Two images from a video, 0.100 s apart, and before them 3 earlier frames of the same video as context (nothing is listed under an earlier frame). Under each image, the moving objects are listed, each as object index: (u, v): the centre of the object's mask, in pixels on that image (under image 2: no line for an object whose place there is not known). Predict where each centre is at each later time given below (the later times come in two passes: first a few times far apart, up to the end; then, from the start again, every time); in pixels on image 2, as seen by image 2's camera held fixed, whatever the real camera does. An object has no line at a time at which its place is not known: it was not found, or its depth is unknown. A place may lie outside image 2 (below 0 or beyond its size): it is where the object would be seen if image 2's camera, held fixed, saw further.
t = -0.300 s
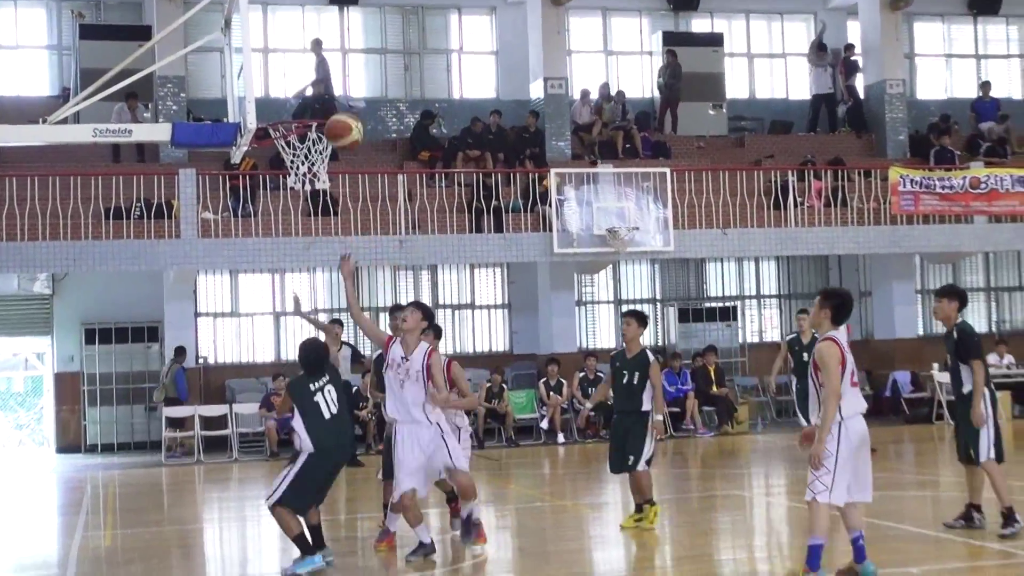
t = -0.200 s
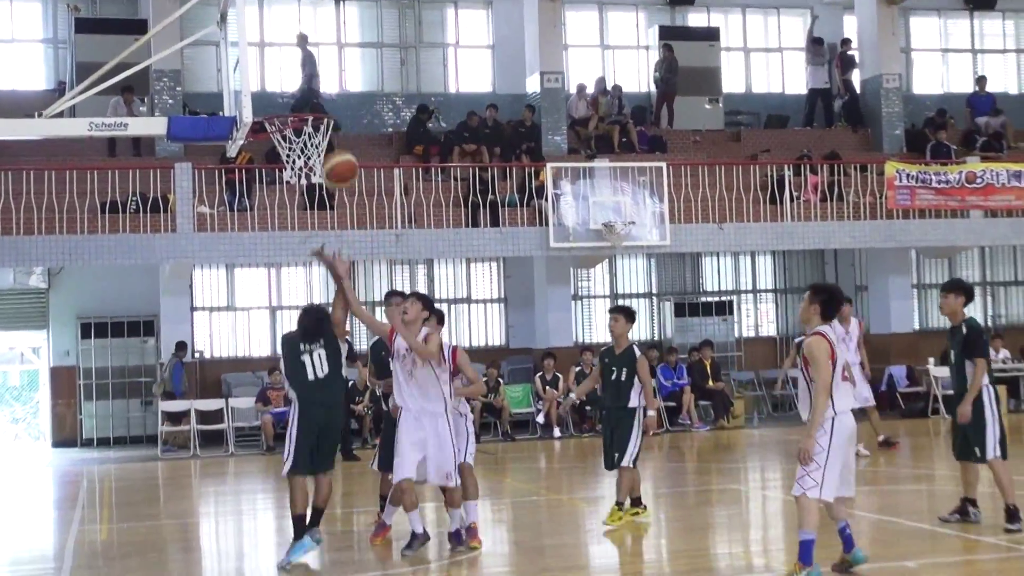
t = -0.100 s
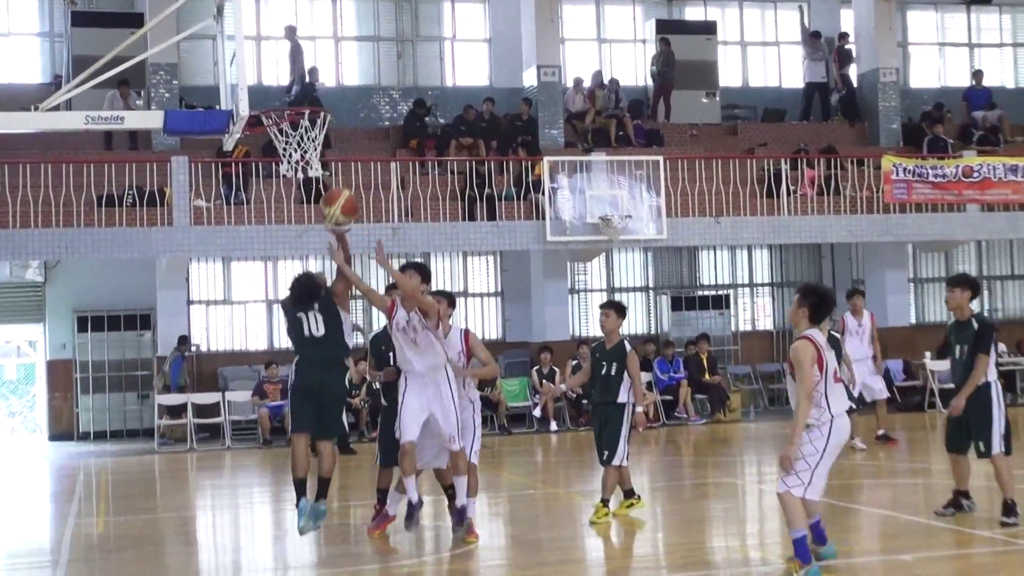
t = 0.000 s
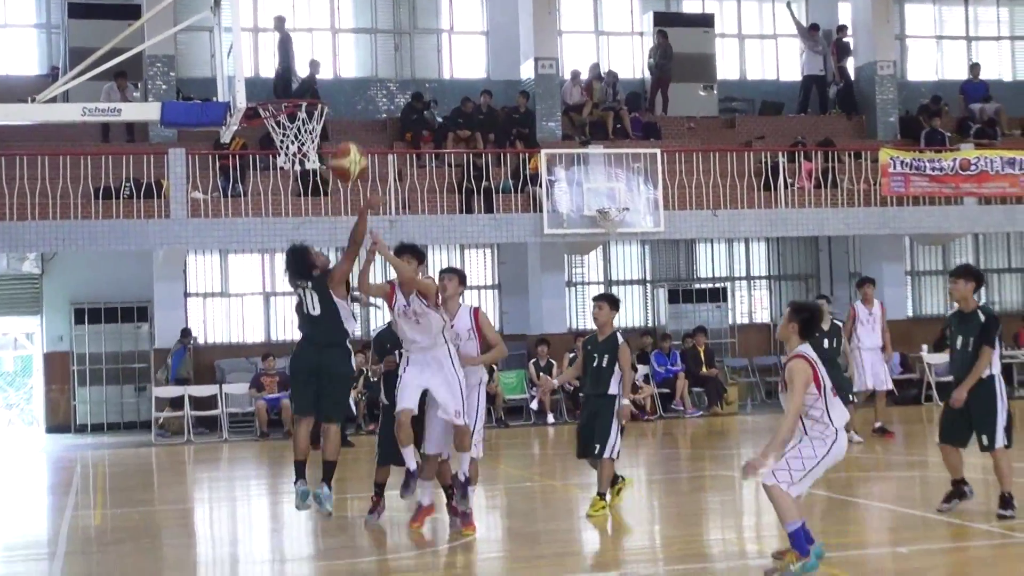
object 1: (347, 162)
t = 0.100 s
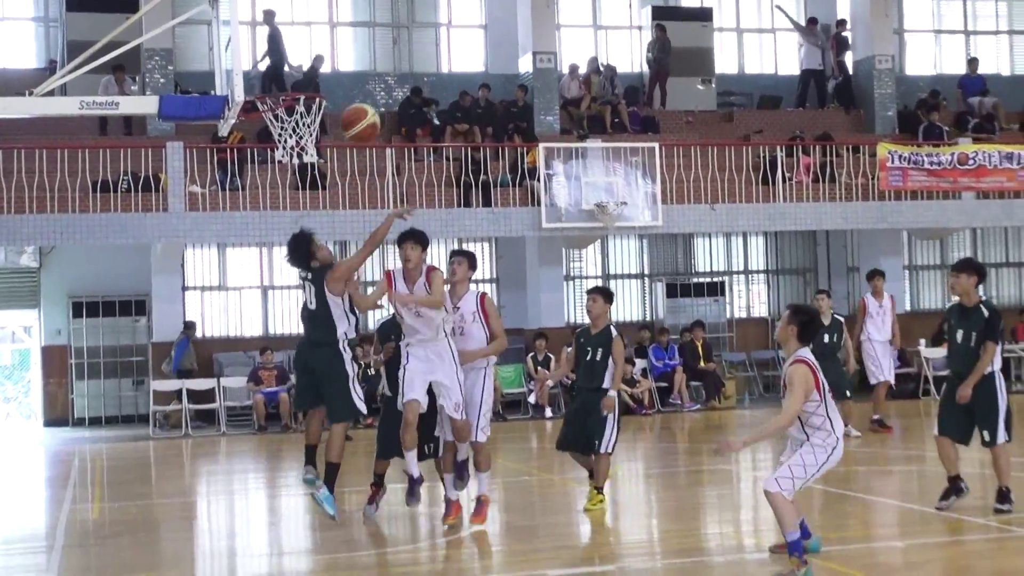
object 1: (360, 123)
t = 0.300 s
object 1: (389, 103)
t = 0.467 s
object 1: (417, 135)
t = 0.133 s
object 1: (365, 117)
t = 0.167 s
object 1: (370, 110)
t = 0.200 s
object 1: (376, 106)
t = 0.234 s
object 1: (379, 103)
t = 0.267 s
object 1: (384, 103)
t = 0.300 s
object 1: (389, 103)
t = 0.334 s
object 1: (395, 107)
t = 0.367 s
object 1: (400, 110)
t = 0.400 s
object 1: (406, 118)
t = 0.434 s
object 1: (411, 125)
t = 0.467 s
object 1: (417, 135)
